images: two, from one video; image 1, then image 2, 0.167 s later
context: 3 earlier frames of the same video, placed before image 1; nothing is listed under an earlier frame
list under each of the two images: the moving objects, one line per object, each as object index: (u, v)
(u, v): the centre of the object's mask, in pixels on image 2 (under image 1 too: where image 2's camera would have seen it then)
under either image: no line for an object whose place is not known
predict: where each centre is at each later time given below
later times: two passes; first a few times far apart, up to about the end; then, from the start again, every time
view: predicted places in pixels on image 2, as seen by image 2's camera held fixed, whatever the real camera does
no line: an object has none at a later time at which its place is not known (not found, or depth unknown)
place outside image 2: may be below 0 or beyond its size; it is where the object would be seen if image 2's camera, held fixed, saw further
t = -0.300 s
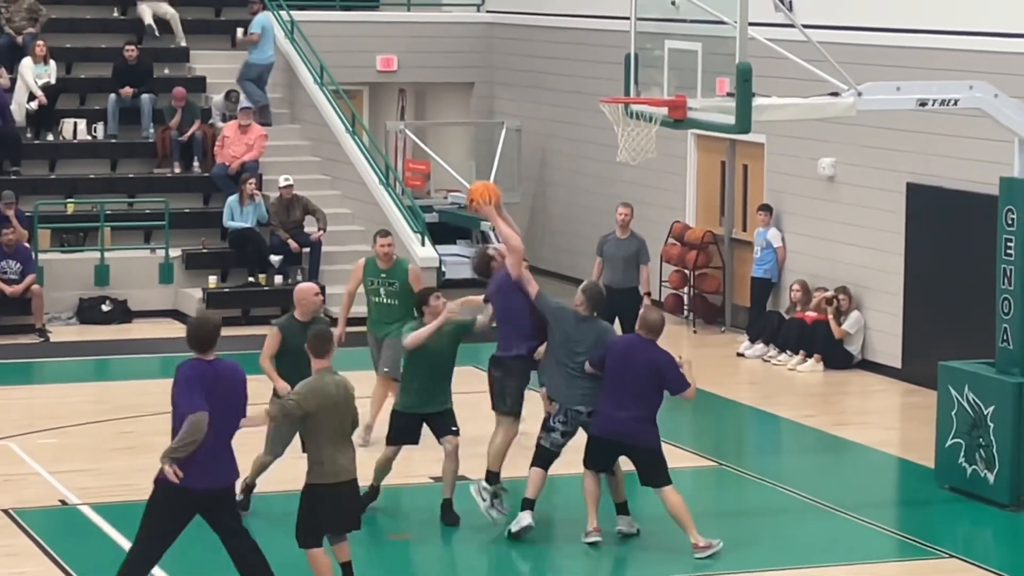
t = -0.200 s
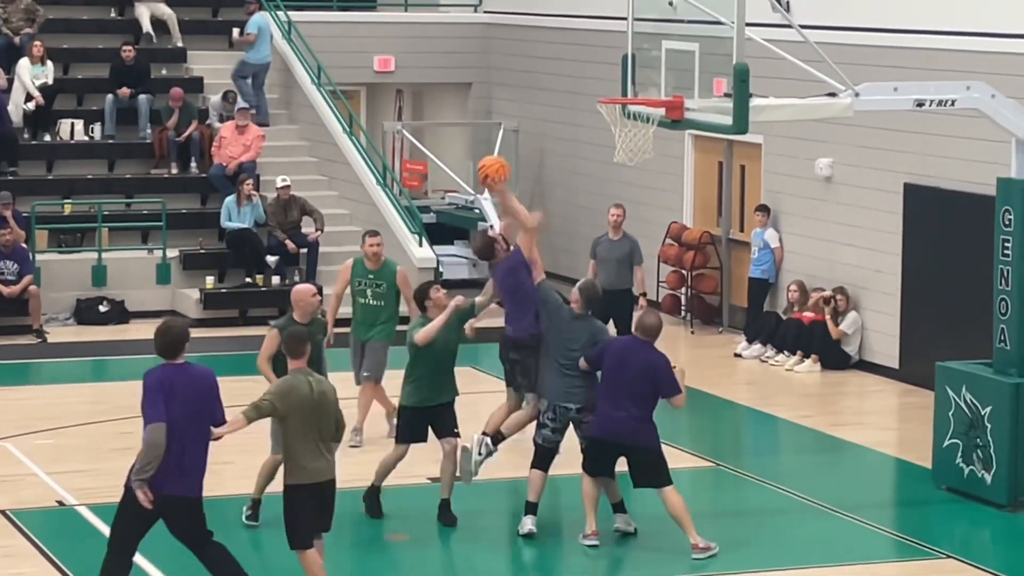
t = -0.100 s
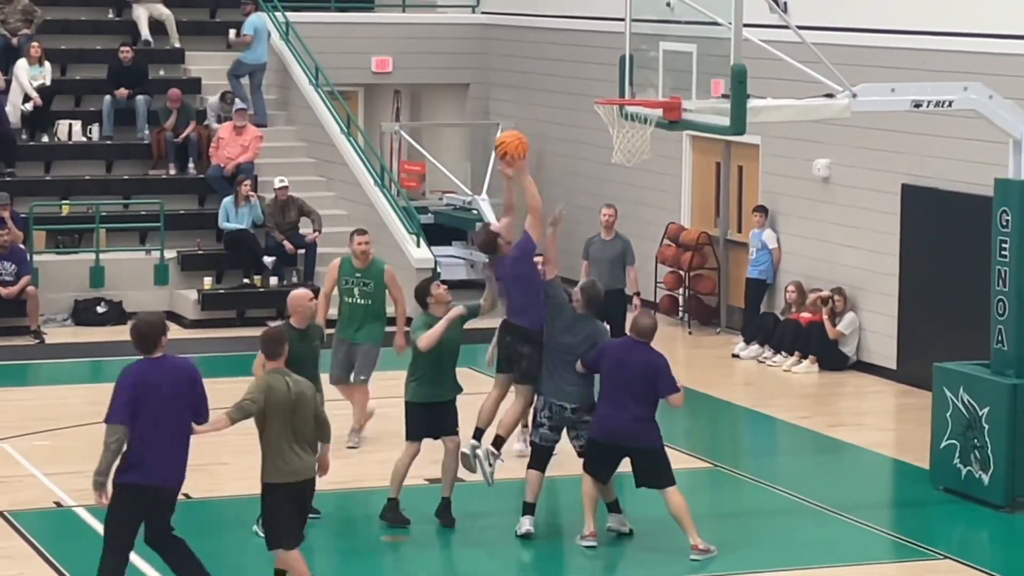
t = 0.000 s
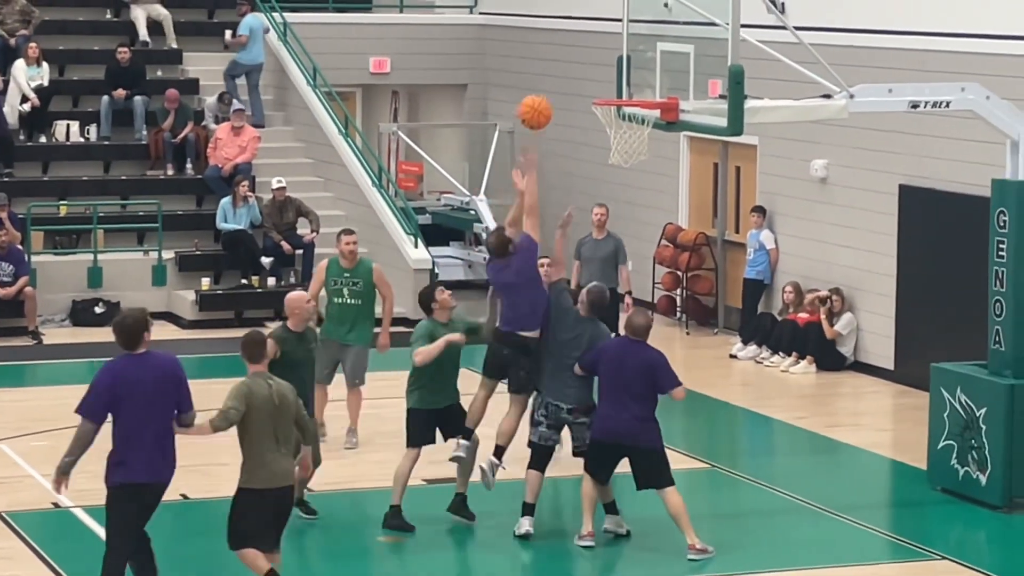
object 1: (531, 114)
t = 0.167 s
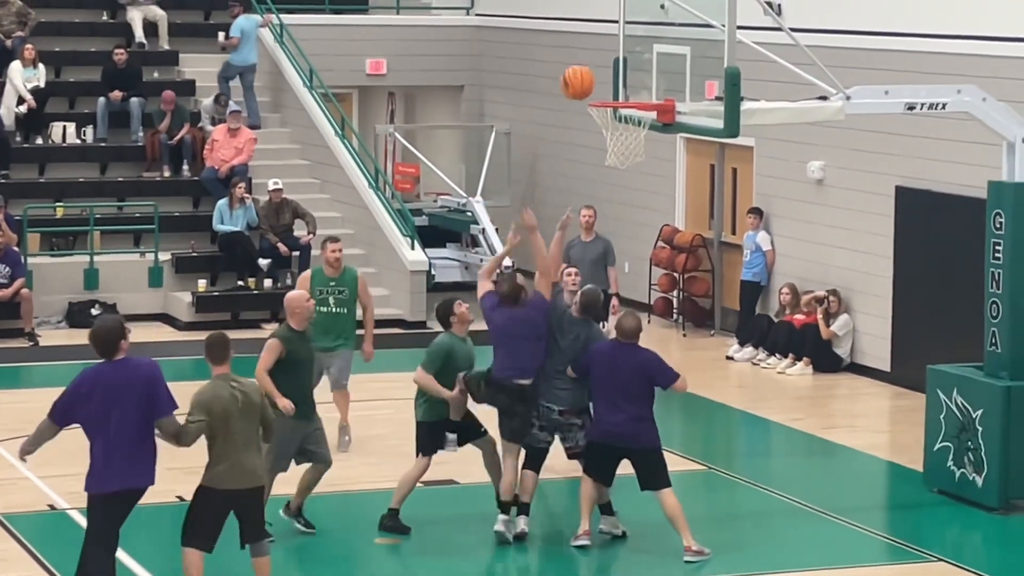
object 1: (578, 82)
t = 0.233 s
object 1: (596, 81)
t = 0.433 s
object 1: (638, 98)
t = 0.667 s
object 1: (609, 121)
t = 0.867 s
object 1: (598, 128)
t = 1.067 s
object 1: (626, 145)
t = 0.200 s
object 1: (587, 81)
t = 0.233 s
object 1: (596, 81)
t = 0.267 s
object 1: (605, 82)
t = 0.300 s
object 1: (614, 85)
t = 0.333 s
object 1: (623, 89)
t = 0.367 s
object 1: (629, 90)
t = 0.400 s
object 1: (635, 95)
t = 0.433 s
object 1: (638, 98)
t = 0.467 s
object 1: (638, 100)
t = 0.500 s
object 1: (636, 103)
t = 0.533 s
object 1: (632, 105)
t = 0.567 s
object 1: (627, 109)
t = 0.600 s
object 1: (621, 113)
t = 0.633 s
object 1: (616, 118)
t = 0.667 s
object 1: (609, 121)
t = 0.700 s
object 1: (604, 122)
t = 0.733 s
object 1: (600, 124)
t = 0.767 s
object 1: (598, 125)
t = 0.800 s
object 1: (597, 126)
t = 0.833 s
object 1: (597, 127)
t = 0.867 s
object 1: (598, 128)
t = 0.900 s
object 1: (600, 132)
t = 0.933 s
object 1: (604, 135)
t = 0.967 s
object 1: (609, 137)
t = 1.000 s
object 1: (615, 140)
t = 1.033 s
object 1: (619, 142)
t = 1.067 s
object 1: (626, 145)
